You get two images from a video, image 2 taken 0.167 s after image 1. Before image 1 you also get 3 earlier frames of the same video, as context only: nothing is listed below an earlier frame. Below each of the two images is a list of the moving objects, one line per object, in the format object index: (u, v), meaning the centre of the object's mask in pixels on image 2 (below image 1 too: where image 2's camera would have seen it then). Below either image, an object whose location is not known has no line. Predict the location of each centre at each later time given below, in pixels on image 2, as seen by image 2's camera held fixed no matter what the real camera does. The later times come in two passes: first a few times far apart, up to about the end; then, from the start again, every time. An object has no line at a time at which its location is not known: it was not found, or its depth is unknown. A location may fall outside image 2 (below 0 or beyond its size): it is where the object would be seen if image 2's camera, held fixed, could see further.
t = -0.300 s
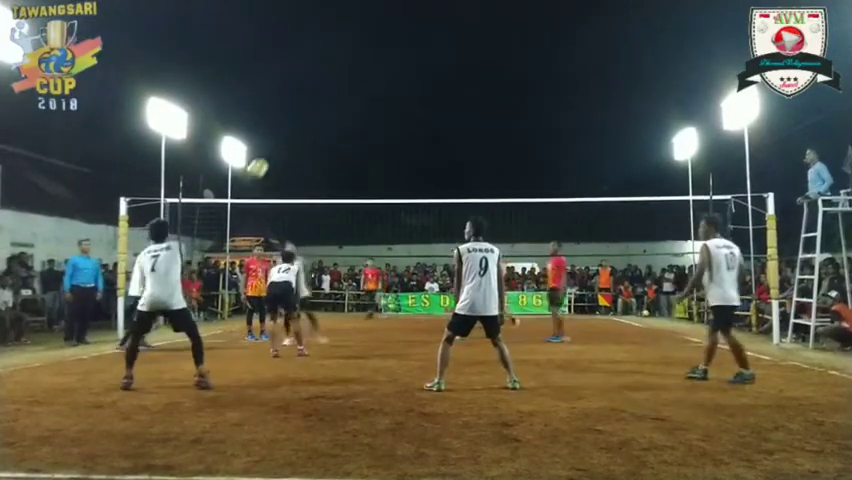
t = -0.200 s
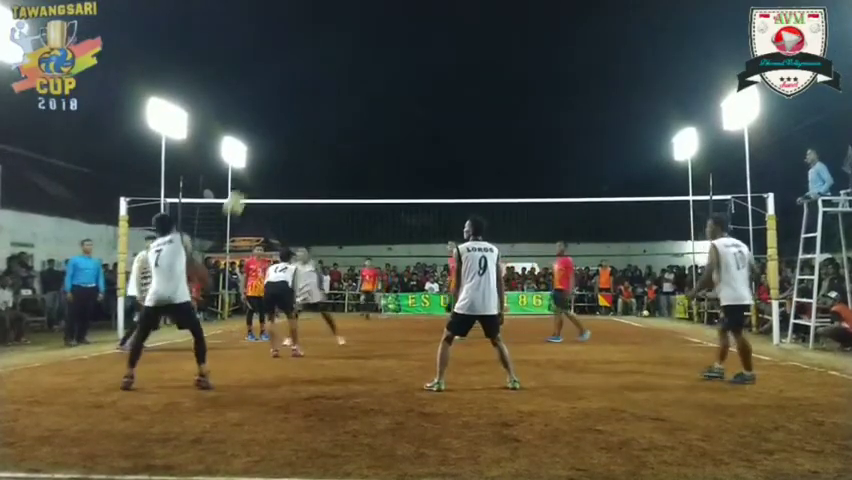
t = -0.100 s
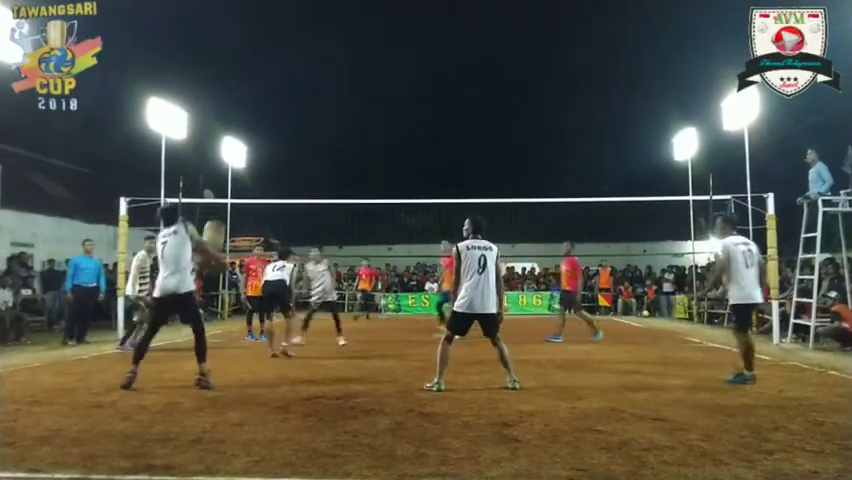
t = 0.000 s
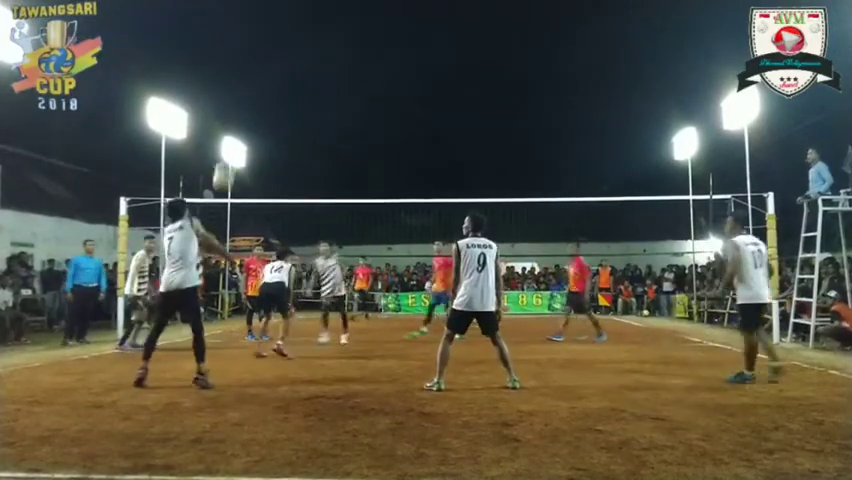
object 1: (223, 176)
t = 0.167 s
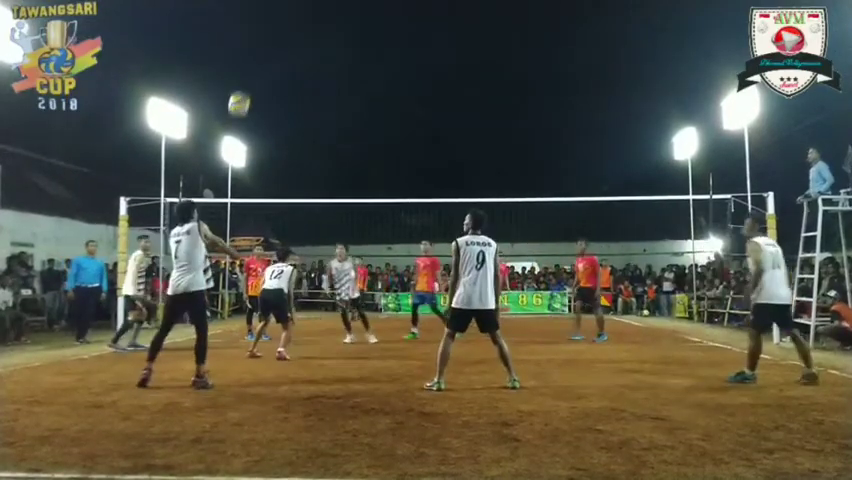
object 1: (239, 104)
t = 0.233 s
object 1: (244, 82)
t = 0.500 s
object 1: (261, 44)
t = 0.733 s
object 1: (274, 56)
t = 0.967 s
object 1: (284, 105)
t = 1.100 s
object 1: (290, 147)
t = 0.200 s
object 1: (242, 92)
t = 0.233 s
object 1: (244, 82)
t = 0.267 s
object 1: (246, 75)
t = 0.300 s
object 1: (249, 68)
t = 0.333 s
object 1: (251, 61)
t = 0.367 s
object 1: (253, 55)
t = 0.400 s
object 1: (255, 51)
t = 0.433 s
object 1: (257, 48)
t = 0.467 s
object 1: (259, 46)
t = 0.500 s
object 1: (261, 44)
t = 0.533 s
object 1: (263, 43)
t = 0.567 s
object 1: (265, 43)
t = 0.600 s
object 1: (267, 44)
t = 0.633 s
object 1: (268, 45)
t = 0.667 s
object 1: (270, 48)
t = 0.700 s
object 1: (272, 52)
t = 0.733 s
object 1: (274, 56)
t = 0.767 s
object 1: (275, 60)
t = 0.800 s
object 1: (277, 66)
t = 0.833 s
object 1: (279, 73)
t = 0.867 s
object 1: (280, 79)
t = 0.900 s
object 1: (282, 86)
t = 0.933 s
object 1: (283, 95)
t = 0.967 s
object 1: (284, 105)
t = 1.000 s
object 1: (286, 115)
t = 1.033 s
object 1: (287, 124)
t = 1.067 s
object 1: (288, 135)
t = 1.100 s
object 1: (290, 147)
